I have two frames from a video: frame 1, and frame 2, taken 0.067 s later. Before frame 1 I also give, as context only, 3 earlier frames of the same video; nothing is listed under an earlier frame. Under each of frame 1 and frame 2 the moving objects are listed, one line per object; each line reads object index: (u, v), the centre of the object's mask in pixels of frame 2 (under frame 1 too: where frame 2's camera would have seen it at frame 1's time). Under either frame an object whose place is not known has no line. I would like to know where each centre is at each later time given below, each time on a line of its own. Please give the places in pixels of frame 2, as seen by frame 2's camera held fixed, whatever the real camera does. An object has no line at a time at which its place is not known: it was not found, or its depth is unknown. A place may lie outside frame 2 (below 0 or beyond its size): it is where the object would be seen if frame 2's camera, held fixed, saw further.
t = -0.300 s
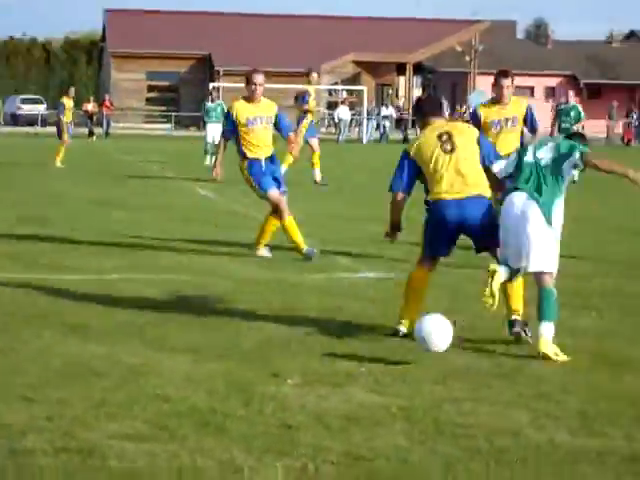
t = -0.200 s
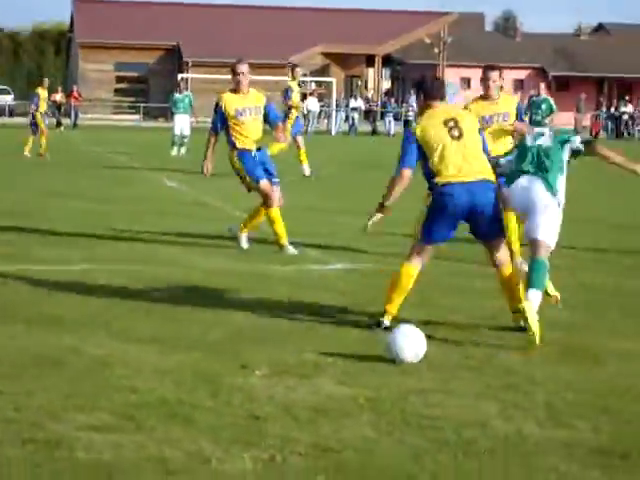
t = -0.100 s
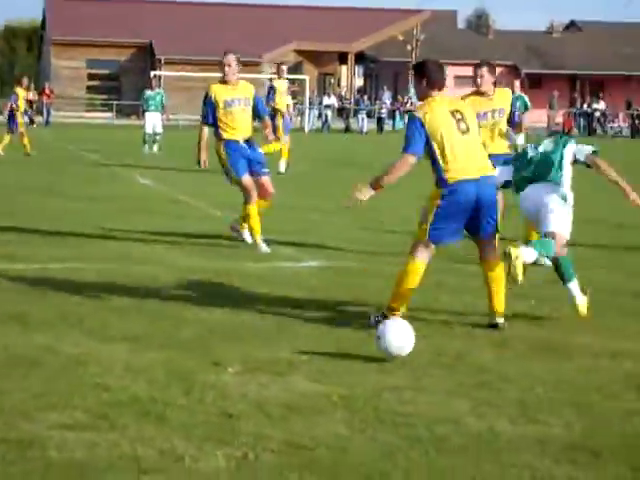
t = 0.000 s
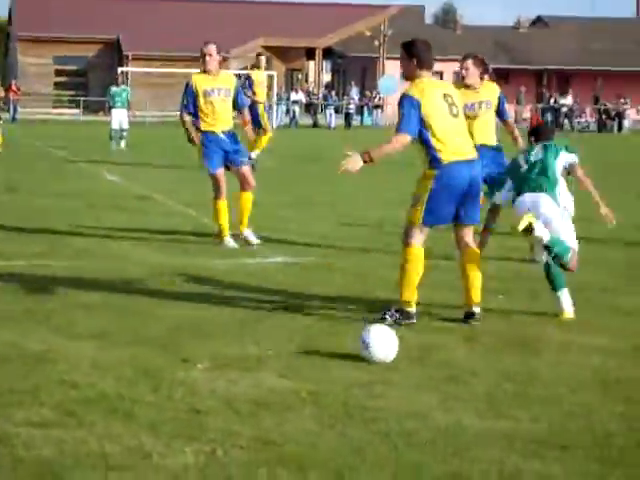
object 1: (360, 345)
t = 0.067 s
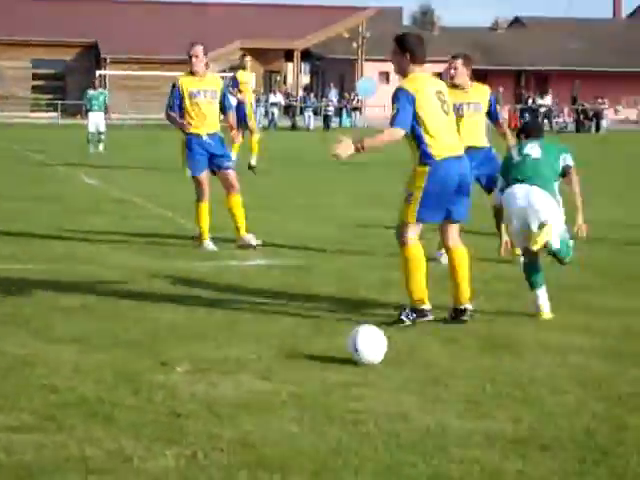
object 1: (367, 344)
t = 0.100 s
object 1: (372, 345)
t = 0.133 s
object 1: (375, 347)
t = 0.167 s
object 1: (379, 347)
